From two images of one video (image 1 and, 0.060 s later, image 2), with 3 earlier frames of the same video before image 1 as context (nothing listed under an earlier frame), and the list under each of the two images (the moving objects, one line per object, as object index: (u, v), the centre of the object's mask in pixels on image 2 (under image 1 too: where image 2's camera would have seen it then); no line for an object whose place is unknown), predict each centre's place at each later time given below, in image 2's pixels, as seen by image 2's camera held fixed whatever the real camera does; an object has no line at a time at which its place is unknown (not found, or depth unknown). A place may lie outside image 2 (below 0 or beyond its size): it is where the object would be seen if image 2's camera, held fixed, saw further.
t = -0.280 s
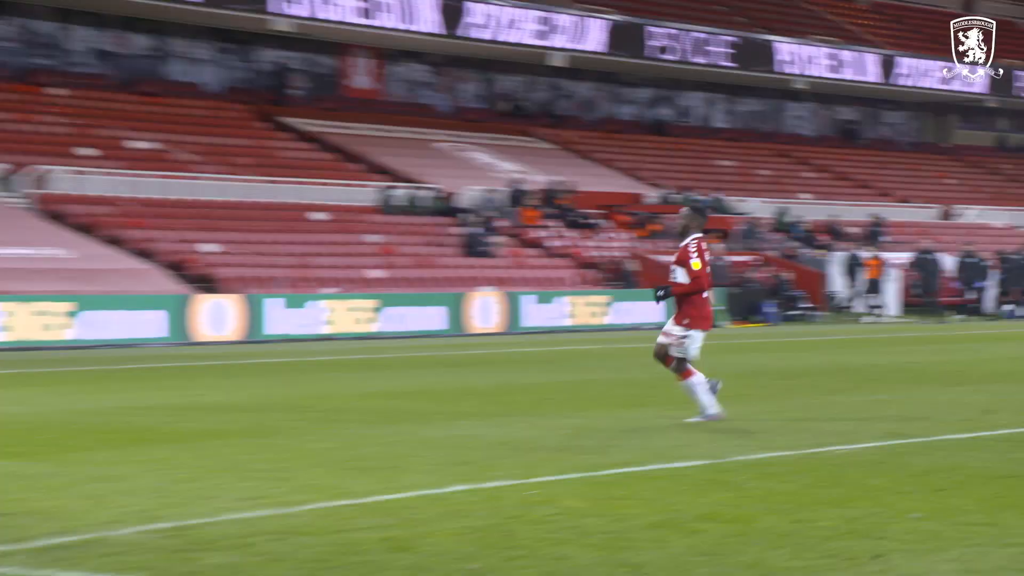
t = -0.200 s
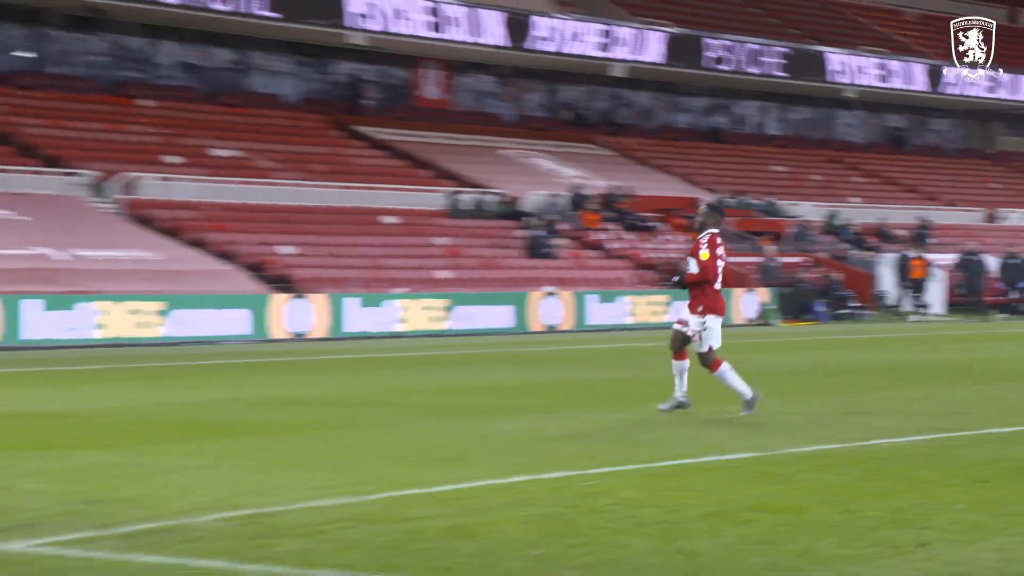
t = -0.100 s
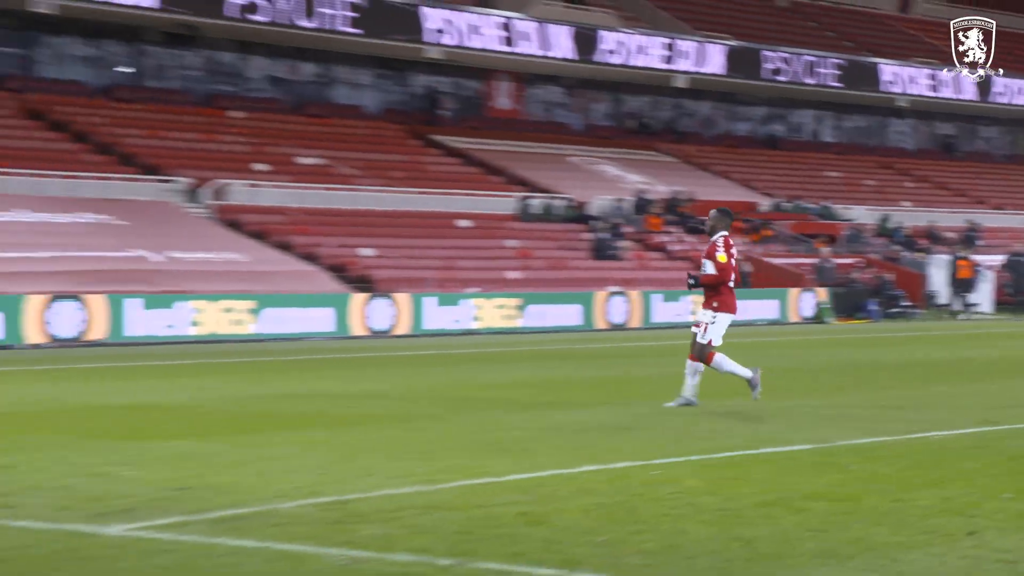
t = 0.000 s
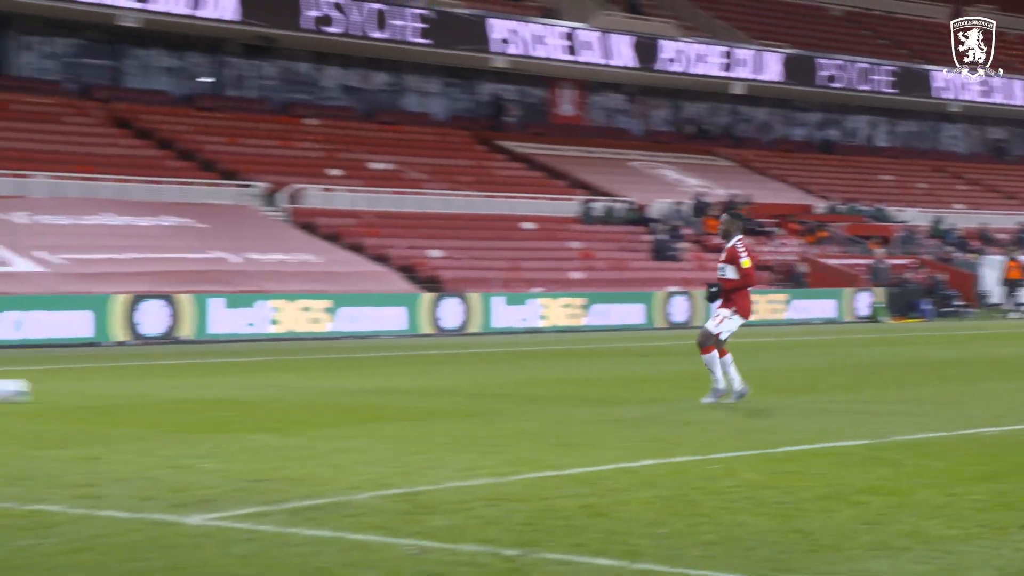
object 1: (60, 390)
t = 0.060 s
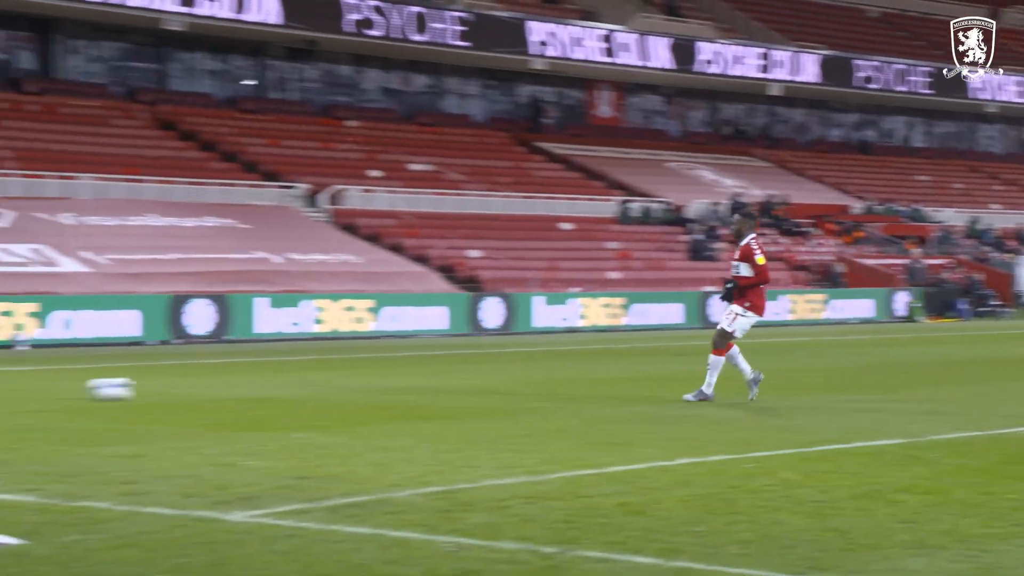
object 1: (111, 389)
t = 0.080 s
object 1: (131, 388)
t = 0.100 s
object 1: (150, 388)
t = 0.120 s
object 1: (168, 387)
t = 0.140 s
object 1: (186, 387)
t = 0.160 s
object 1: (204, 386)
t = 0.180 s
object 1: (222, 386)
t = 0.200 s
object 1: (239, 385)
